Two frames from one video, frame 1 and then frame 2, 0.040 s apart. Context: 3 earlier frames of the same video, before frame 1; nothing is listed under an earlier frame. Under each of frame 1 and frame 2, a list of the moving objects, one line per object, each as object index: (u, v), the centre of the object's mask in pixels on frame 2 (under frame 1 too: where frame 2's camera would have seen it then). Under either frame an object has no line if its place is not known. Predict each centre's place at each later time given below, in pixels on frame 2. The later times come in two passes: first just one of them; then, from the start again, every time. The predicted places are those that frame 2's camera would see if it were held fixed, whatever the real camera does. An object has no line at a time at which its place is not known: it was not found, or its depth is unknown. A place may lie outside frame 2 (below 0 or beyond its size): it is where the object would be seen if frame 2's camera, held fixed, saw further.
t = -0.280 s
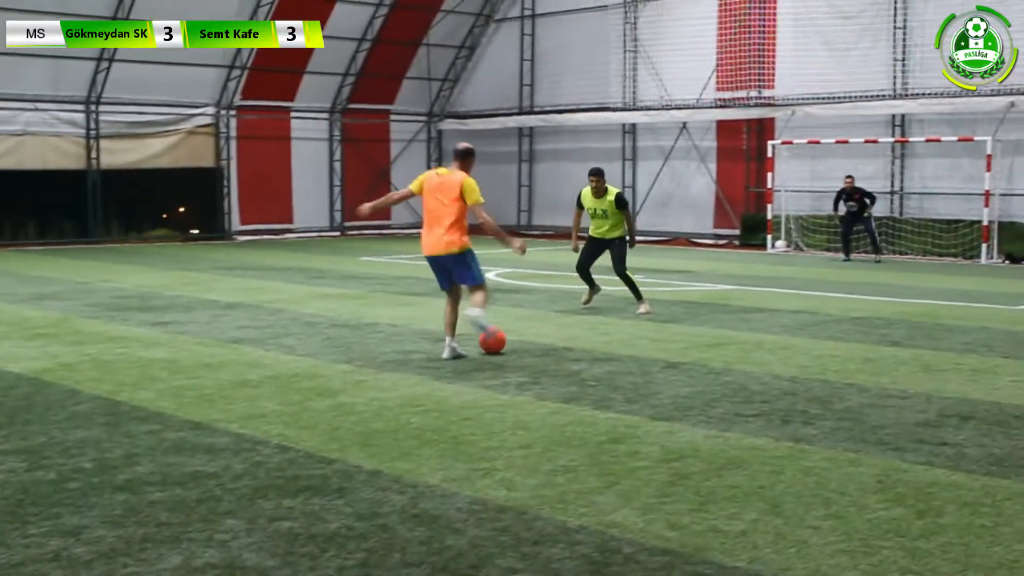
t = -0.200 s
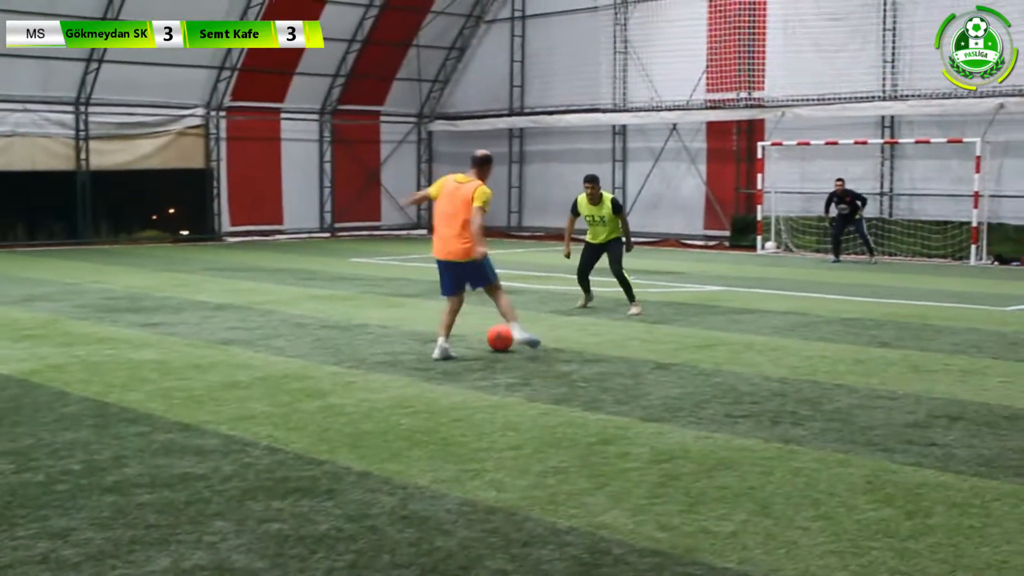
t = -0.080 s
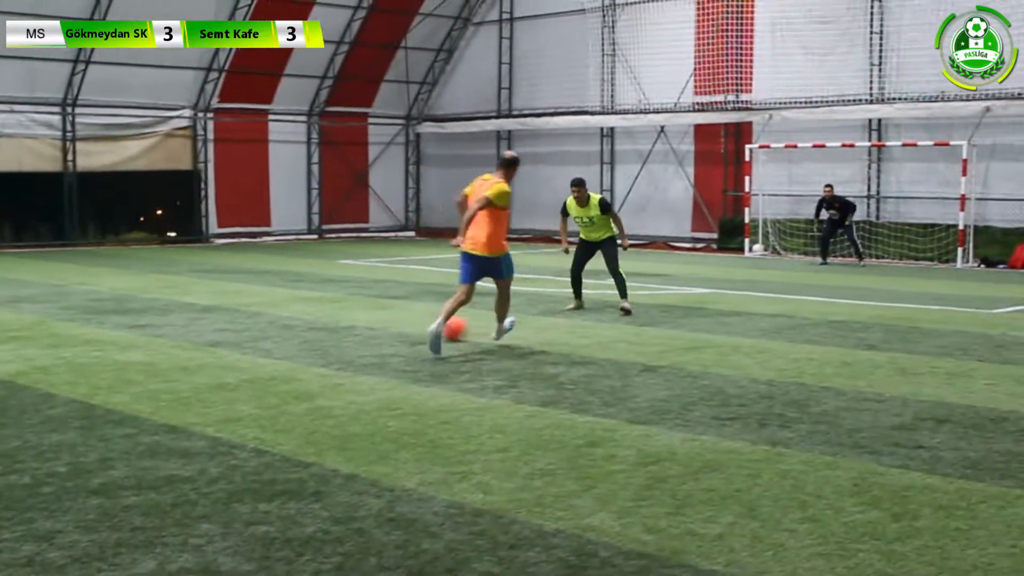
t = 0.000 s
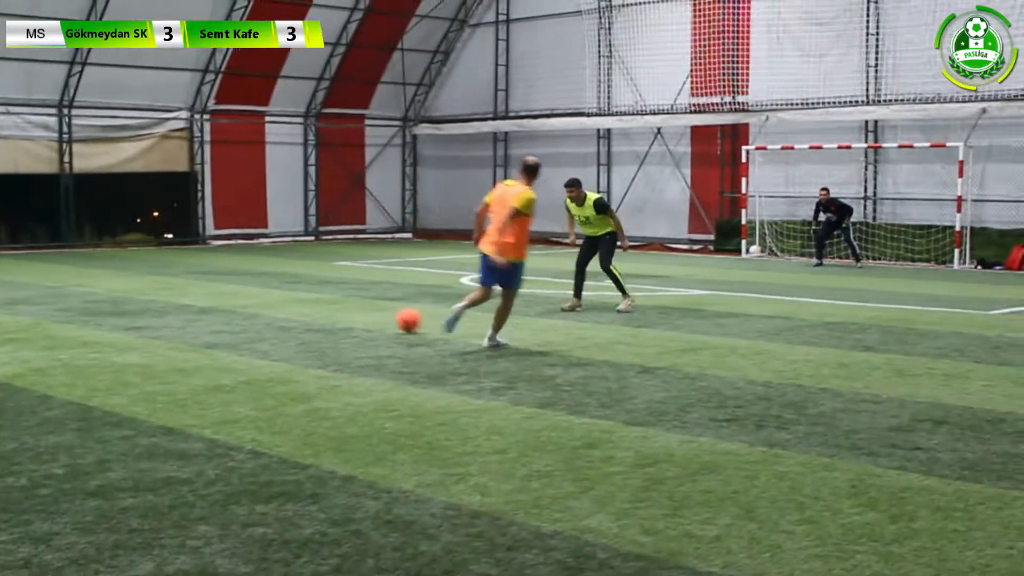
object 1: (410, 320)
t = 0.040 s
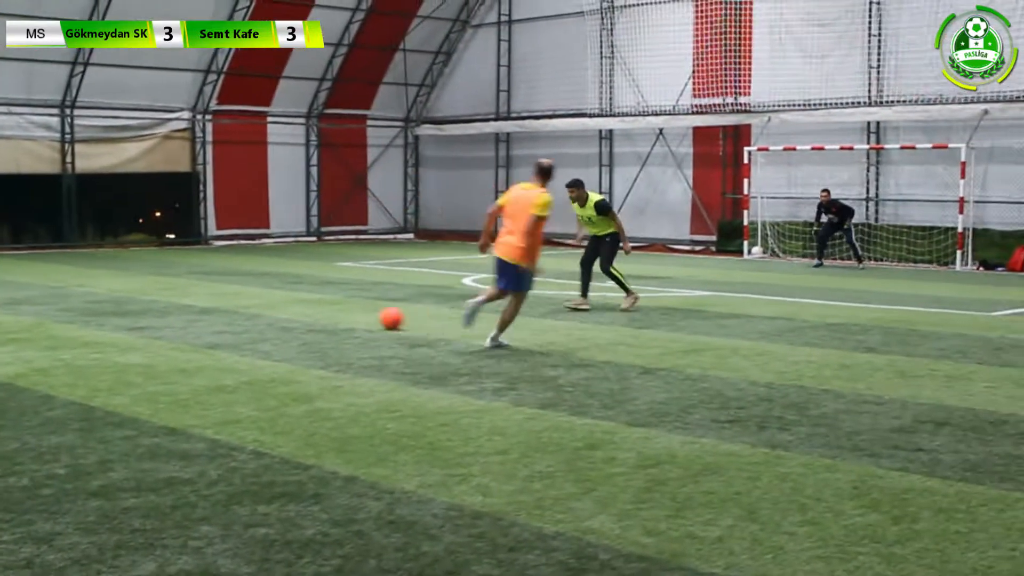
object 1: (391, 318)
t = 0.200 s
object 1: (338, 305)
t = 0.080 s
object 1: (376, 314)
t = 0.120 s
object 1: (362, 310)
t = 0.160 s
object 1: (349, 308)
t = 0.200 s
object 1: (338, 305)
